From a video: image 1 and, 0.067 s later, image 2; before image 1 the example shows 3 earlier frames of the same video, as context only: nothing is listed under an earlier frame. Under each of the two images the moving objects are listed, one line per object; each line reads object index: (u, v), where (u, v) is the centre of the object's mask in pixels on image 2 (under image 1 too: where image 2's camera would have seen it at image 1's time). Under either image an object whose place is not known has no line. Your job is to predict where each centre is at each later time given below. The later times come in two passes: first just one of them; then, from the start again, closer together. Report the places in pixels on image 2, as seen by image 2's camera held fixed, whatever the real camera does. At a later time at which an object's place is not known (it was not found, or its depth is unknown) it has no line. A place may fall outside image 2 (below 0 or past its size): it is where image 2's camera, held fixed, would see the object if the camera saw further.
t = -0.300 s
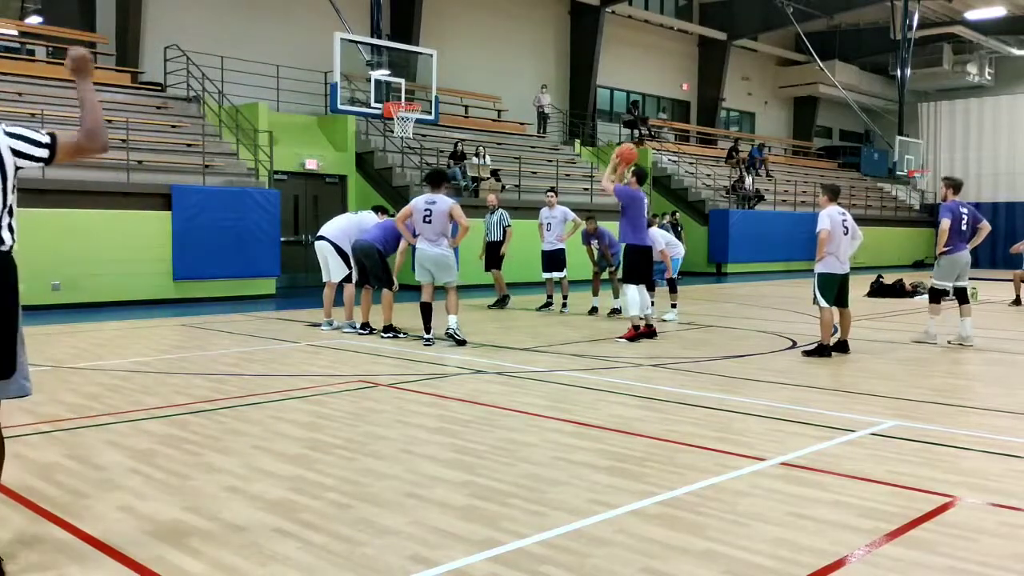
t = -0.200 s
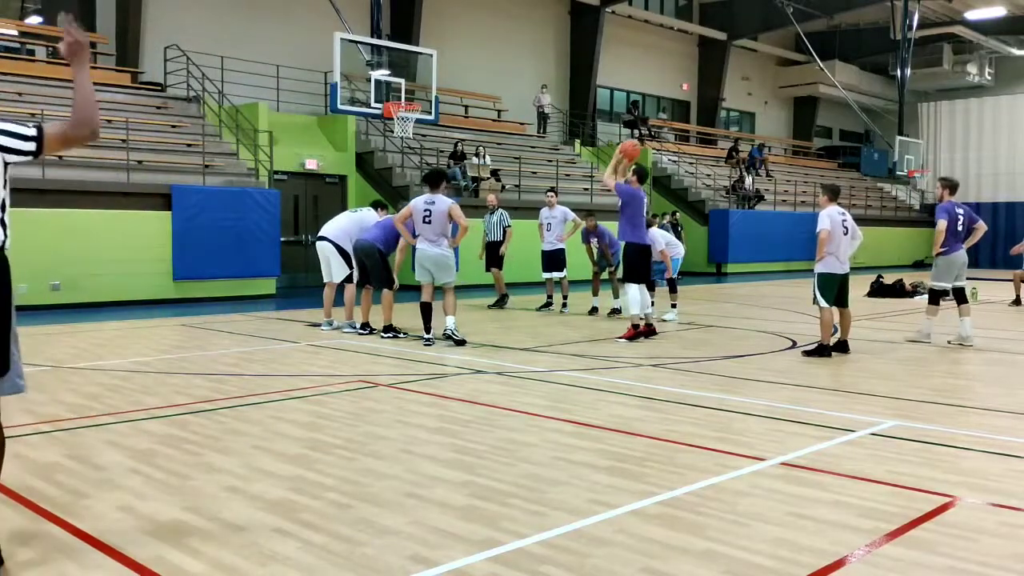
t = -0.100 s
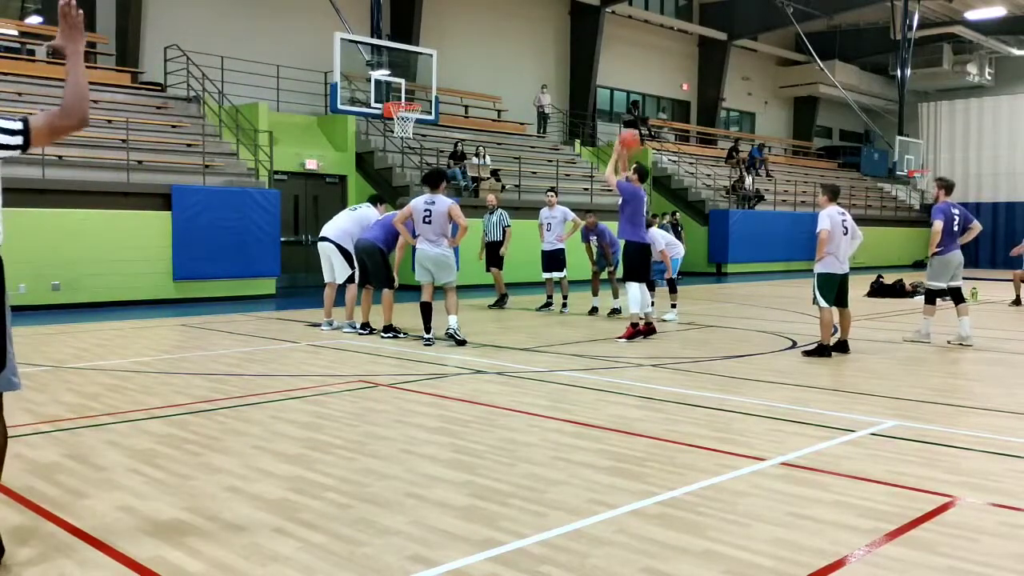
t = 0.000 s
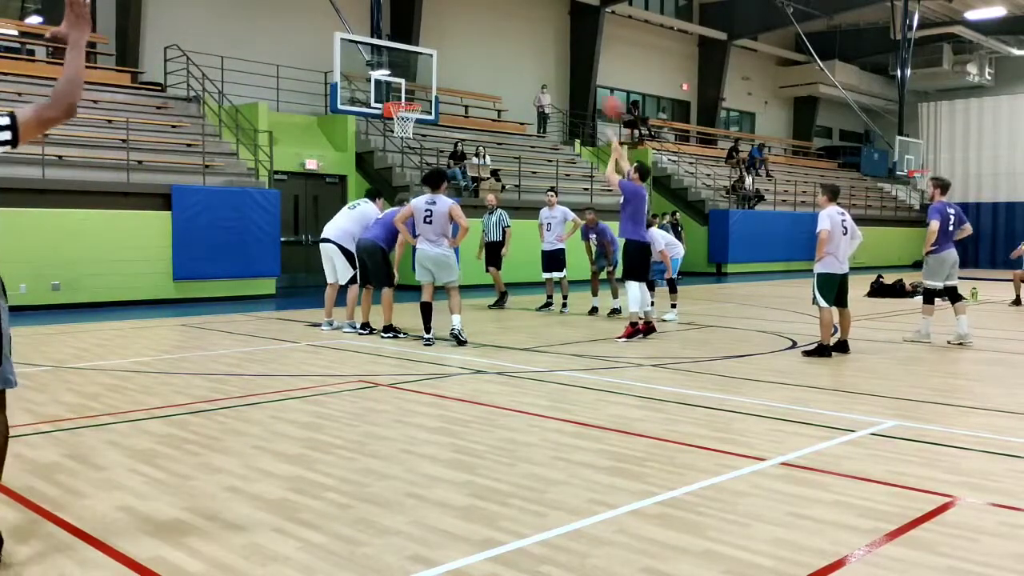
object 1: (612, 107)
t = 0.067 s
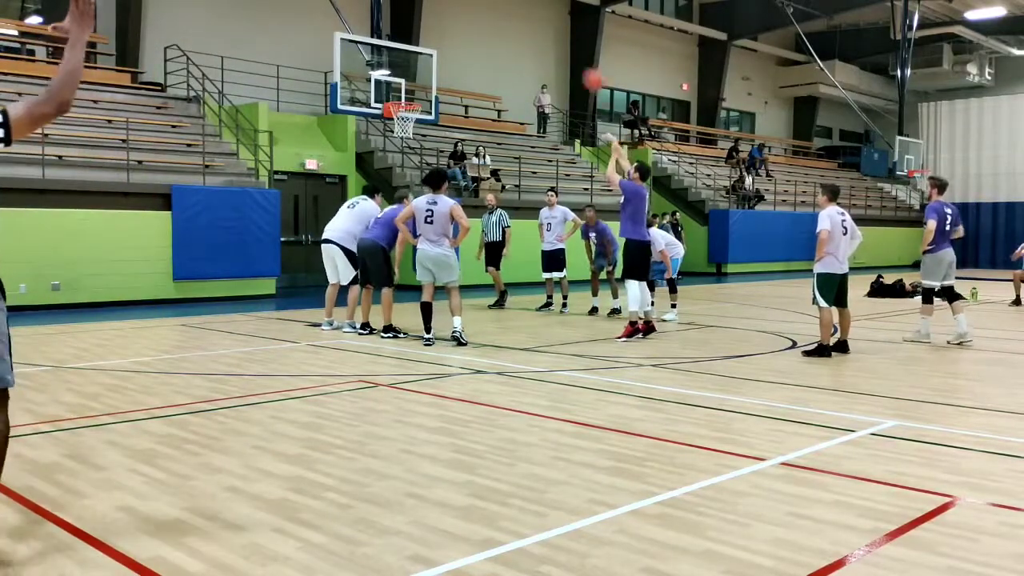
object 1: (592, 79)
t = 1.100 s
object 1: (416, 91)
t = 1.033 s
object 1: (405, 97)
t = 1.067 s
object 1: (415, 96)
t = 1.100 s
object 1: (416, 91)
